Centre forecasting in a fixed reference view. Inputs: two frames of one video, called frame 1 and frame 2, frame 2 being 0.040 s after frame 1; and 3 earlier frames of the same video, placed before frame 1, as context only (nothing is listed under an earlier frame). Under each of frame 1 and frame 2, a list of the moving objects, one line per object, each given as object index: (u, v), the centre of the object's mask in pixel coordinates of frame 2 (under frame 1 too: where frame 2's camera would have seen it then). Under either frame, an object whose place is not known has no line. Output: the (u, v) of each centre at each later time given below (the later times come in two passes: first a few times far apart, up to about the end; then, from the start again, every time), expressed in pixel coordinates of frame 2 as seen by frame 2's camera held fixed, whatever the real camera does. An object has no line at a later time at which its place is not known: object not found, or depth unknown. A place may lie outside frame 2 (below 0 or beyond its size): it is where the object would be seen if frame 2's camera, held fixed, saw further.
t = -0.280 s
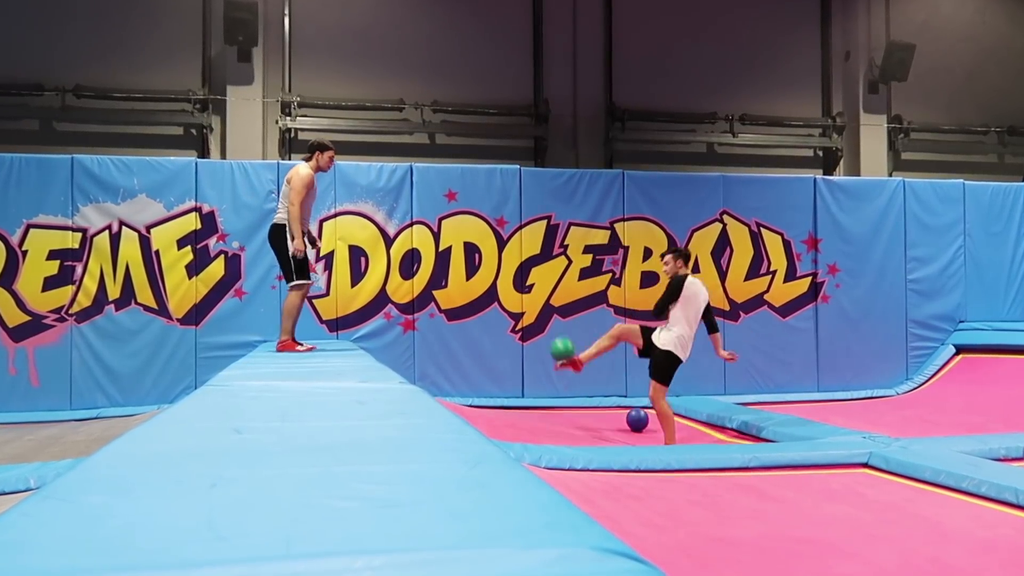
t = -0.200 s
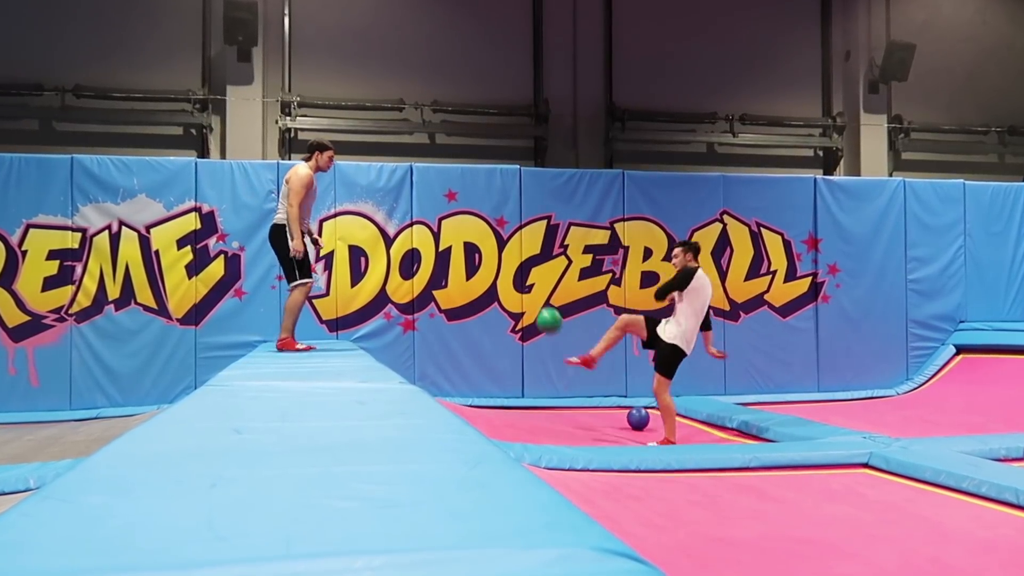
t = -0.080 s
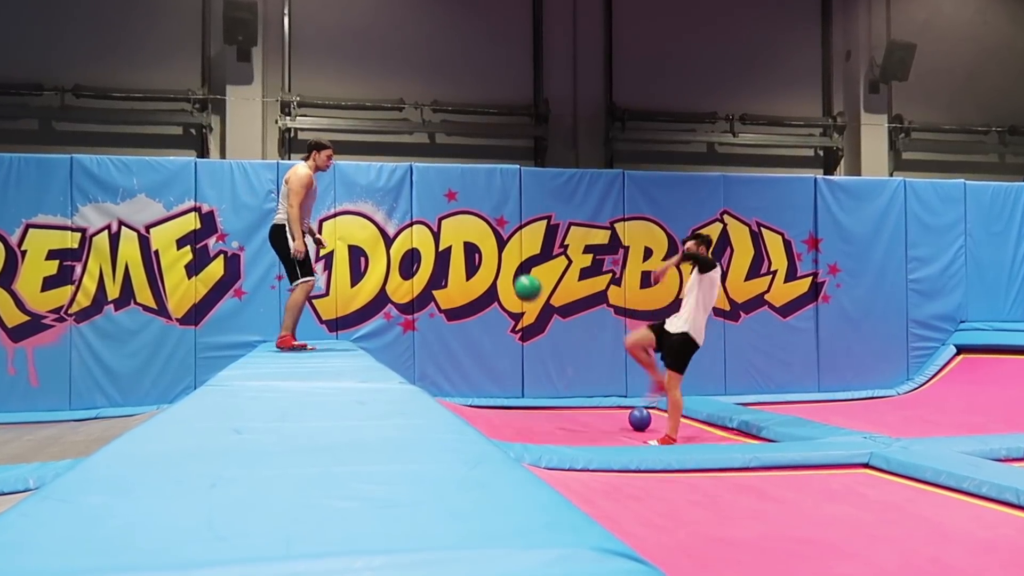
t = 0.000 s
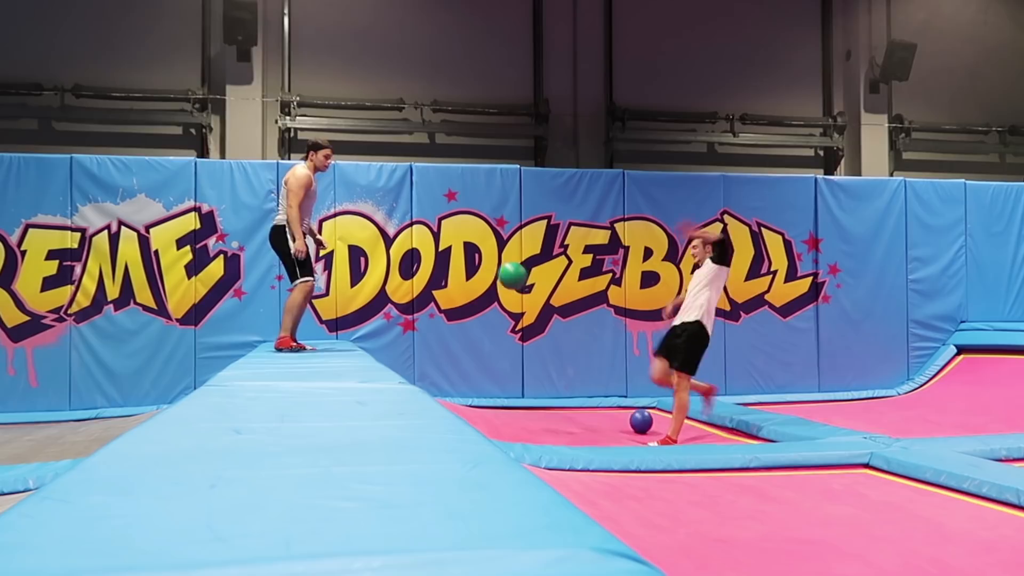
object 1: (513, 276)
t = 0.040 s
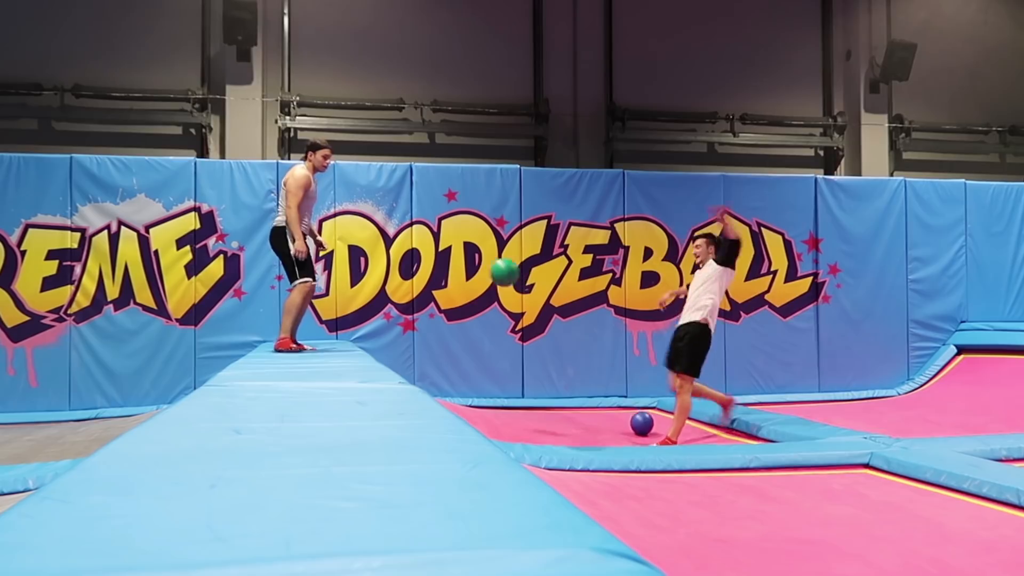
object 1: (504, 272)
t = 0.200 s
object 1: (469, 281)
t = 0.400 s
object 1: (417, 354)
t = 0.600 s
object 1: (450, 349)
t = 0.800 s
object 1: (506, 380)
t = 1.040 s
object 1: (593, 441)
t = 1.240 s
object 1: (688, 462)
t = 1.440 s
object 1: (791, 485)
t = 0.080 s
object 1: (496, 271)
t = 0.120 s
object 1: (486, 272)
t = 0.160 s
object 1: (479, 275)
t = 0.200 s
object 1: (469, 281)
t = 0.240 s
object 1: (459, 289)
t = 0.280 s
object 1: (449, 301)
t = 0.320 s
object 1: (438, 316)
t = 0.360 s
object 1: (428, 333)
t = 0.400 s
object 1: (417, 354)
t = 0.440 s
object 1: (411, 369)
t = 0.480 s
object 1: (419, 362)
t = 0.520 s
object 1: (429, 355)
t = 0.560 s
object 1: (439, 350)
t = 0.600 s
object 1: (450, 349)
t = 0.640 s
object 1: (461, 349)
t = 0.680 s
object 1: (472, 353)
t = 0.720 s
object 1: (483, 359)
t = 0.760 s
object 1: (494, 368)
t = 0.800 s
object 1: (506, 380)
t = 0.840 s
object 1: (518, 396)
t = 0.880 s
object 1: (531, 416)
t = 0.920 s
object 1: (543, 440)
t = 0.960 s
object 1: (558, 455)
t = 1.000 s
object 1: (575, 447)
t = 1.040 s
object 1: (593, 441)
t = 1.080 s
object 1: (612, 439)
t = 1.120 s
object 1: (630, 439)
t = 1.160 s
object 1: (649, 444)
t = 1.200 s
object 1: (668, 451)
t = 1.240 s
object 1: (688, 462)
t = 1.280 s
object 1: (707, 476)
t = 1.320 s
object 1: (728, 493)
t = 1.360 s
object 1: (749, 489)
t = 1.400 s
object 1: (770, 485)
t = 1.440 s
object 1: (791, 485)
